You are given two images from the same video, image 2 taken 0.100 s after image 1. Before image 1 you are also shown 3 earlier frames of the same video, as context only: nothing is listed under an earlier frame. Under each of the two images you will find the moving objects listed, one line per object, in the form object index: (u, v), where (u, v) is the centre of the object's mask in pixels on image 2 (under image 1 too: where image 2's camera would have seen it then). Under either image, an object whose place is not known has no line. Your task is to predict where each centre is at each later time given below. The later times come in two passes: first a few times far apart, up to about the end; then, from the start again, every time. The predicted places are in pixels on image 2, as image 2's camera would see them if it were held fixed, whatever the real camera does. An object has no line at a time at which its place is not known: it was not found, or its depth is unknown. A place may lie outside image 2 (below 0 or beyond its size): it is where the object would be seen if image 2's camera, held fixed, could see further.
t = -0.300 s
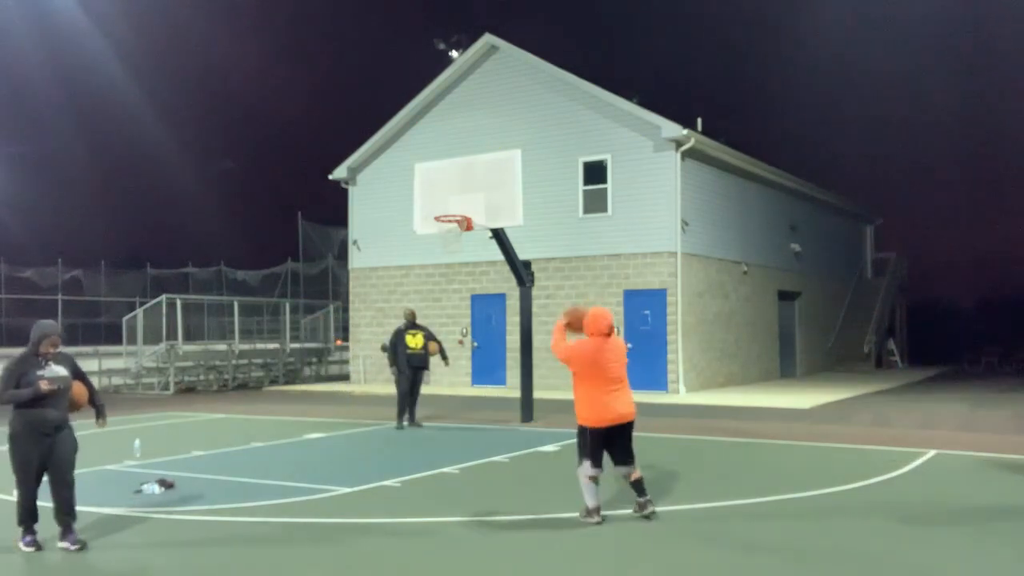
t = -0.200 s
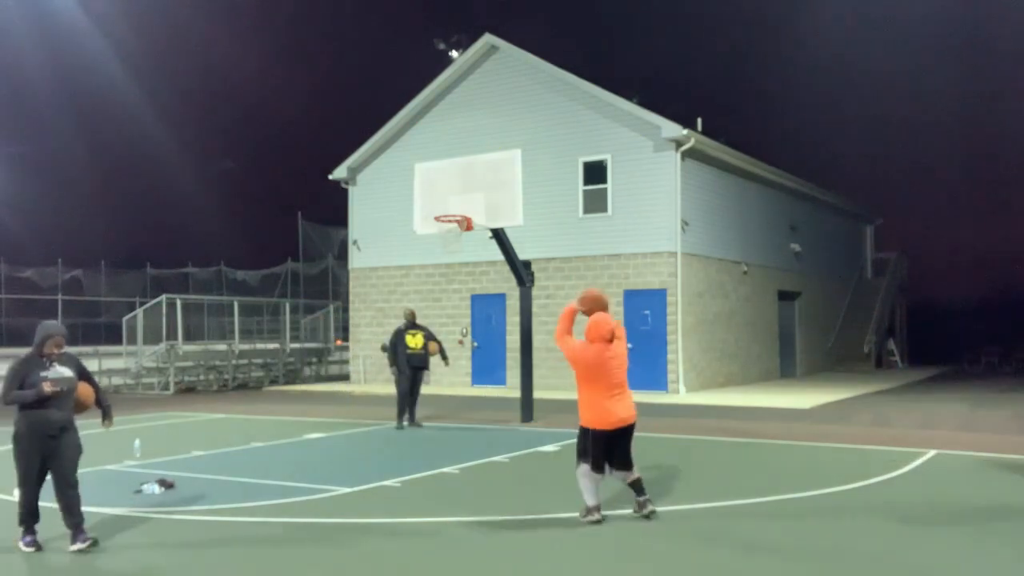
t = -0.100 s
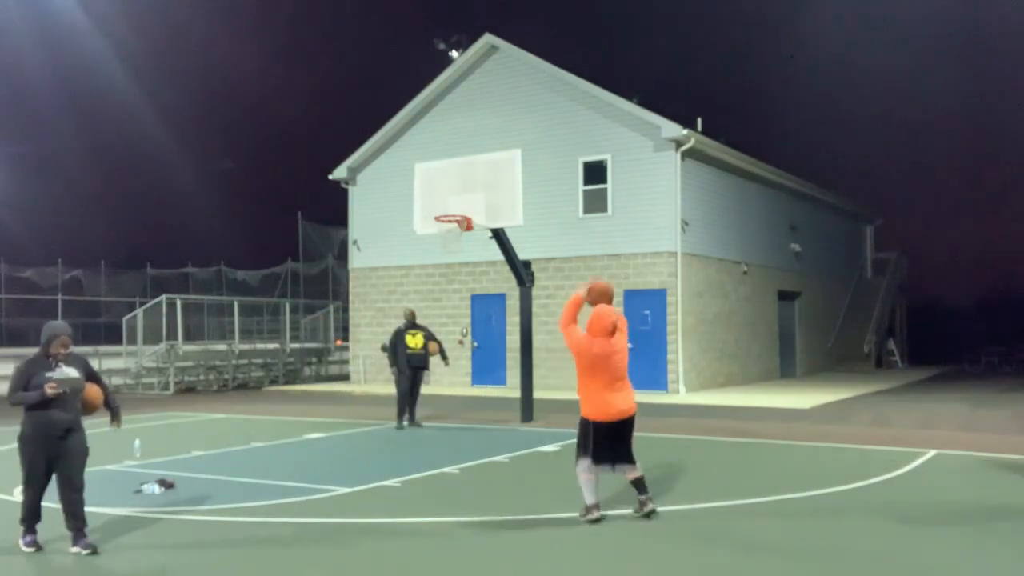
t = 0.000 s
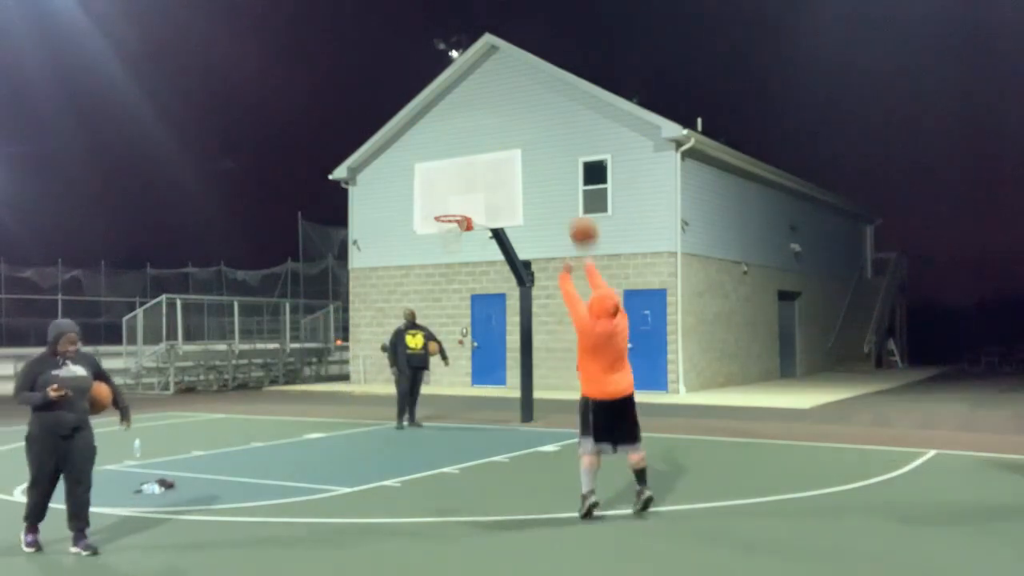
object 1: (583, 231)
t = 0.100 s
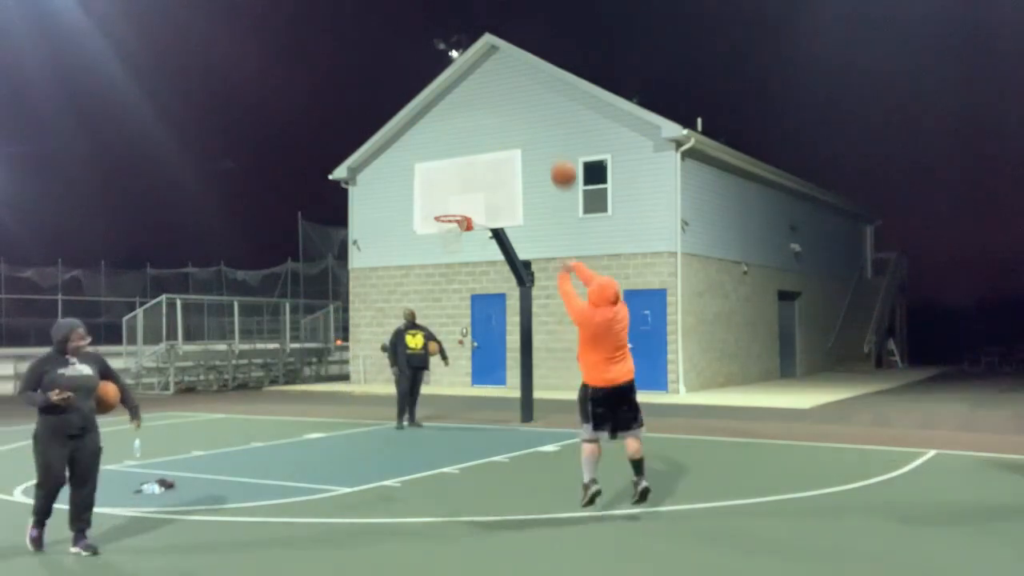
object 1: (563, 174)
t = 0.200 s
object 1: (547, 134)
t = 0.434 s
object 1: (515, 91)
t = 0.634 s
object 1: (494, 97)
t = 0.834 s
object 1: (476, 131)
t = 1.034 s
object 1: (462, 188)
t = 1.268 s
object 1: (443, 210)
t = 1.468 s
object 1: (462, 199)
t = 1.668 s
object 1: (481, 216)
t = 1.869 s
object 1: (500, 260)
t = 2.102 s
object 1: (524, 349)
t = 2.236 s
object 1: (536, 418)
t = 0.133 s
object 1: (557, 159)
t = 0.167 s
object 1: (552, 146)
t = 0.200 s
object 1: (547, 134)
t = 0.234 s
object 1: (542, 123)
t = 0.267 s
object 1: (537, 115)
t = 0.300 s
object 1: (532, 108)
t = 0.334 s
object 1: (527, 102)
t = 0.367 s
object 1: (523, 97)
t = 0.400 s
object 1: (519, 93)
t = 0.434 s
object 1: (515, 91)
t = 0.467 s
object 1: (511, 90)
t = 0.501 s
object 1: (507, 89)
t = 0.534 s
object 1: (504, 90)
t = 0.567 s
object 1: (500, 91)
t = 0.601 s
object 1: (497, 93)
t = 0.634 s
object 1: (494, 97)
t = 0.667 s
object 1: (490, 100)
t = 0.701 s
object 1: (487, 105)
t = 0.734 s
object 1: (485, 111)
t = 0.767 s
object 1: (482, 117)
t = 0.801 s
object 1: (479, 124)
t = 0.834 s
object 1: (476, 131)
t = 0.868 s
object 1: (474, 139)
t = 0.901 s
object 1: (472, 148)
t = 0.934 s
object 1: (469, 157)
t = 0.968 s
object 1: (467, 167)
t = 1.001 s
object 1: (465, 177)
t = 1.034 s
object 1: (462, 188)
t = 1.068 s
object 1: (460, 199)
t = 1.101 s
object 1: (458, 209)
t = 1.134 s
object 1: (456, 214)
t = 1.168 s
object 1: (453, 217)
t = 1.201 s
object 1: (448, 214)
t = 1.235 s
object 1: (443, 214)
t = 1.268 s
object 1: (443, 210)
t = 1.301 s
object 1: (446, 206)
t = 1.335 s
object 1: (450, 203)
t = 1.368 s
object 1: (453, 201)
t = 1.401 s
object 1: (456, 200)
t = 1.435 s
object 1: (459, 199)
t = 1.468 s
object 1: (462, 199)
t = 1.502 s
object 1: (465, 200)
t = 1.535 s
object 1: (468, 201)
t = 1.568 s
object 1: (471, 204)
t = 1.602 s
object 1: (474, 207)
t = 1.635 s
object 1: (477, 211)
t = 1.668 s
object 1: (481, 216)
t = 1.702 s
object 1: (484, 222)
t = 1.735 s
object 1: (487, 228)
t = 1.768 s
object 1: (490, 234)
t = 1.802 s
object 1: (494, 242)
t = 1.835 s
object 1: (497, 251)
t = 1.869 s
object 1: (500, 260)
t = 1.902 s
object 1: (503, 271)
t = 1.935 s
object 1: (506, 282)
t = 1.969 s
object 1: (510, 293)
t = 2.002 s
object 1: (514, 307)
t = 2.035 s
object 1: (517, 321)
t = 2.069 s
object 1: (520, 335)
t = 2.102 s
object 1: (524, 349)
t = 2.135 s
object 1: (526, 364)
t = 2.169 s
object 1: (529, 382)
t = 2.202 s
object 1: (531, 401)
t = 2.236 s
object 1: (536, 418)
